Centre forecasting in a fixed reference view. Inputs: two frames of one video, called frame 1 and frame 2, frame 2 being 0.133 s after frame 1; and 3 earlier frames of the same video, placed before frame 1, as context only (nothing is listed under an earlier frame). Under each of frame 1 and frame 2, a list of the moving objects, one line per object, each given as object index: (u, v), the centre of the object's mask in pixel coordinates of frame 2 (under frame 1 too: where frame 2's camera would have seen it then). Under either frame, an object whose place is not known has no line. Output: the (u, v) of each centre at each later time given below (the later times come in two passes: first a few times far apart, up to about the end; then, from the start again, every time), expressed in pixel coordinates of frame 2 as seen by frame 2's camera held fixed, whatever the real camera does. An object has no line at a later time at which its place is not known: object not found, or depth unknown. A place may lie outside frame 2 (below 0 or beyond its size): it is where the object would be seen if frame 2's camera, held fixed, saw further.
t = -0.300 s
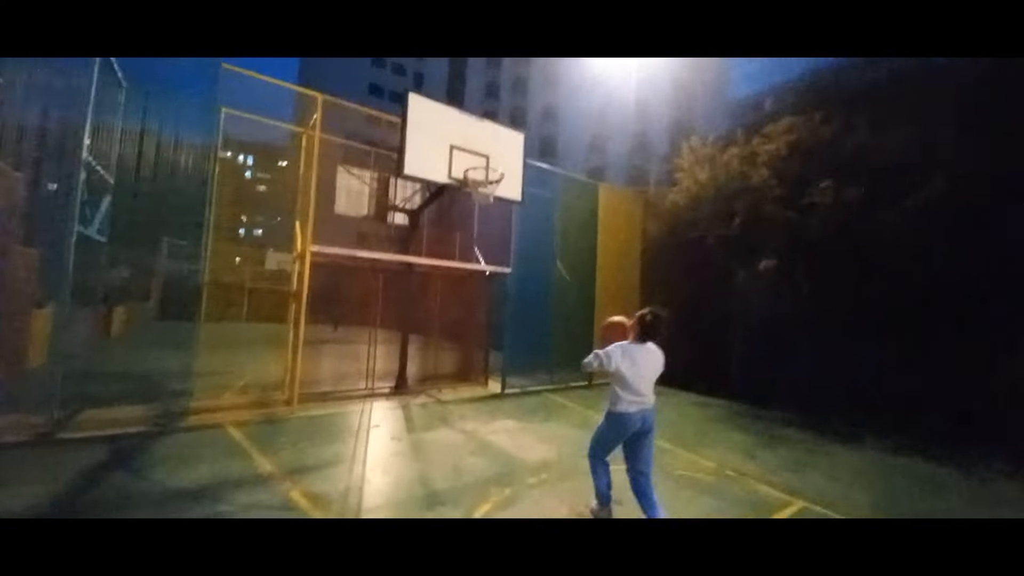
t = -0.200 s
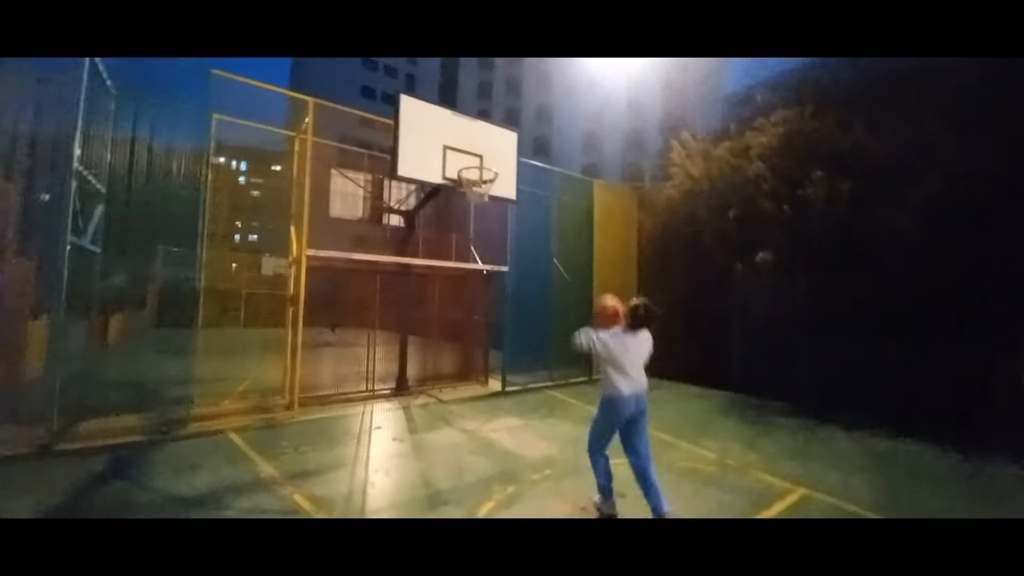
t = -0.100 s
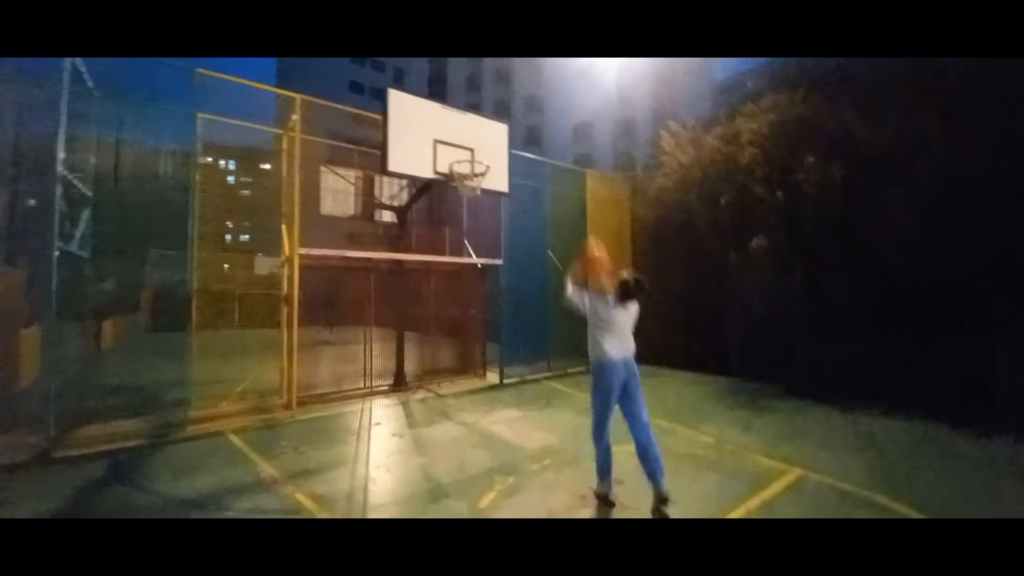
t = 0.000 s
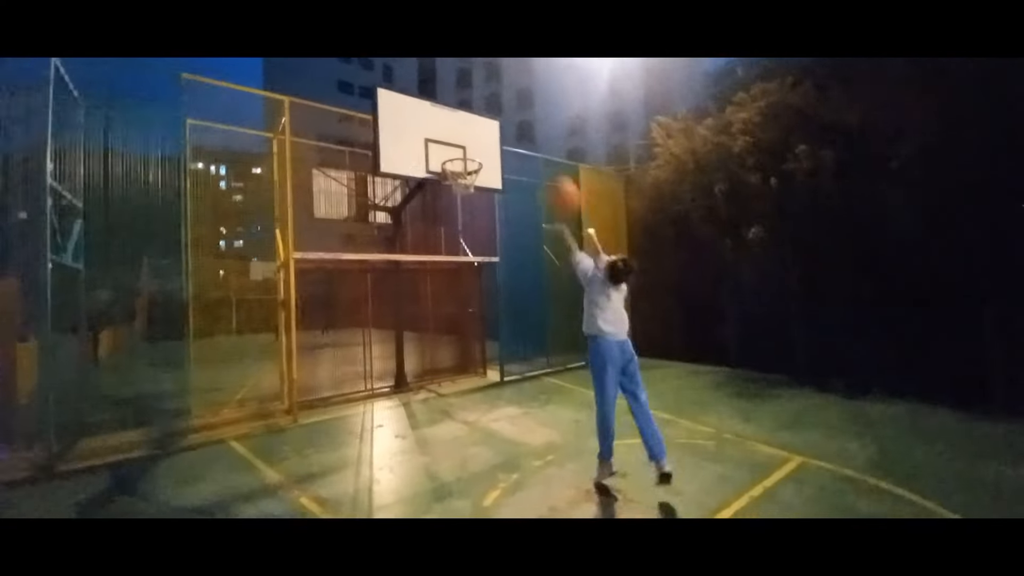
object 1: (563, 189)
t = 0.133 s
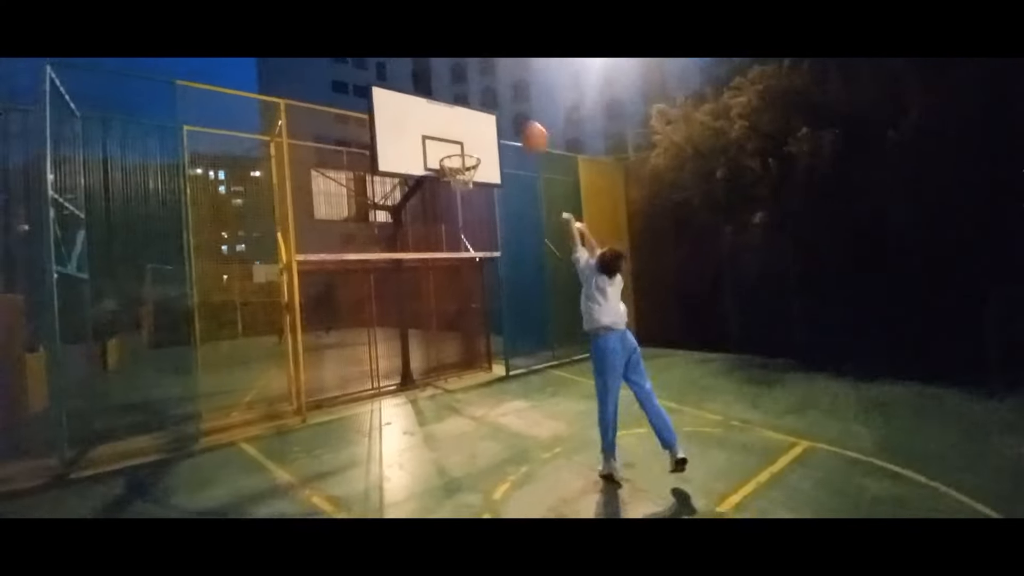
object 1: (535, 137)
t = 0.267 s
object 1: (510, 112)
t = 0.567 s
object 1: (468, 121)
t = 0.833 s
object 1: (451, 149)
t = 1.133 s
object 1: (471, 139)
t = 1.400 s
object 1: (482, 148)
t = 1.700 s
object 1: (503, 233)
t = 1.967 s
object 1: (520, 385)
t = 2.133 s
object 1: (529, 351)
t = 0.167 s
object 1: (528, 129)
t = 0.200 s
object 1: (523, 123)
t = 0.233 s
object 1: (516, 118)
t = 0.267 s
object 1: (510, 112)
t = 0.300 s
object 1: (504, 109)
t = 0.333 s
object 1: (499, 108)
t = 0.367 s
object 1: (494, 107)
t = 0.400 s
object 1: (490, 107)
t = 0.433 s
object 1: (486, 108)
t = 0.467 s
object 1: (482, 109)
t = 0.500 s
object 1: (476, 113)
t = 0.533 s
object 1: (472, 116)
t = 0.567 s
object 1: (468, 121)
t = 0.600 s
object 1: (464, 127)
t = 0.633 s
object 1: (461, 134)
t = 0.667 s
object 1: (458, 141)
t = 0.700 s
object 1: (455, 148)
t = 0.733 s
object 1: (452, 156)
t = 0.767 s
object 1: (450, 157)
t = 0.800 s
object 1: (451, 151)
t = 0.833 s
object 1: (451, 149)
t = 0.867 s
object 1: (455, 142)
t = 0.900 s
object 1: (456, 137)
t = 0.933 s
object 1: (458, 134)
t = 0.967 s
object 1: (460, 133)
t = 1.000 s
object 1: (462, 132)
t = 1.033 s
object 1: (464, 132)
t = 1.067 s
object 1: (467, 133)
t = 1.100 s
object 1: (469, 136)
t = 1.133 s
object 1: (471, 139)
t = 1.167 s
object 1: (473, 140)
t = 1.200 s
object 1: (474, 139)
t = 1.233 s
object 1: (475, 137)
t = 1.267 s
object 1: (476, 137)
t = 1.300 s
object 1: (478, 138)
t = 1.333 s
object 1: (479, 141)
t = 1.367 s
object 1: (480, 144)
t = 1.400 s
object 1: (482, 148)
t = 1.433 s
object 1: (483, 153)
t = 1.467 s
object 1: (486, 160)
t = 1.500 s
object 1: (488, 167)
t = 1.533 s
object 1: (490, 176)
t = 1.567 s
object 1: (493, 186)
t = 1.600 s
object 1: (495, 195)
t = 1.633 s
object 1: (497, 205)
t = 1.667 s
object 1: (501, 219)
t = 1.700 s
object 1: (503, 233)
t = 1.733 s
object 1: (505, 248)
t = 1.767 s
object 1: (507, 265)
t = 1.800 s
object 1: (509, 282)
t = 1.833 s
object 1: (511, 299)
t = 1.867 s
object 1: (514, 319)
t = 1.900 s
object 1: (519, 339)
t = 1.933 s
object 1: (521, 364)
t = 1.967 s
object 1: (520, 385)
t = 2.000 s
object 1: (527, 417)
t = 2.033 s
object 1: (529, 405)
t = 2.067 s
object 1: (529, 387)
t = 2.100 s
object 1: (529, 367)
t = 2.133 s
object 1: (529, 351)
